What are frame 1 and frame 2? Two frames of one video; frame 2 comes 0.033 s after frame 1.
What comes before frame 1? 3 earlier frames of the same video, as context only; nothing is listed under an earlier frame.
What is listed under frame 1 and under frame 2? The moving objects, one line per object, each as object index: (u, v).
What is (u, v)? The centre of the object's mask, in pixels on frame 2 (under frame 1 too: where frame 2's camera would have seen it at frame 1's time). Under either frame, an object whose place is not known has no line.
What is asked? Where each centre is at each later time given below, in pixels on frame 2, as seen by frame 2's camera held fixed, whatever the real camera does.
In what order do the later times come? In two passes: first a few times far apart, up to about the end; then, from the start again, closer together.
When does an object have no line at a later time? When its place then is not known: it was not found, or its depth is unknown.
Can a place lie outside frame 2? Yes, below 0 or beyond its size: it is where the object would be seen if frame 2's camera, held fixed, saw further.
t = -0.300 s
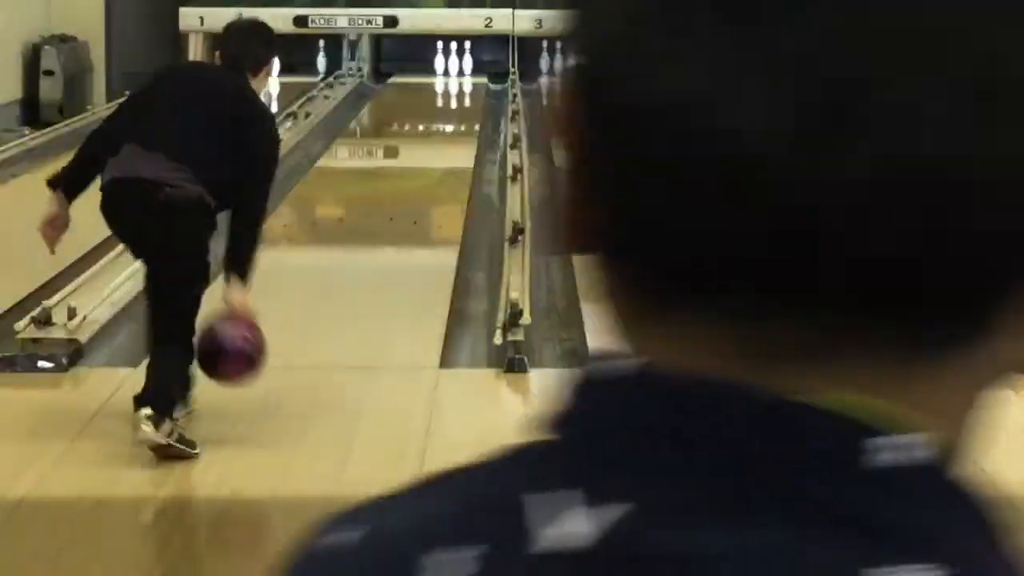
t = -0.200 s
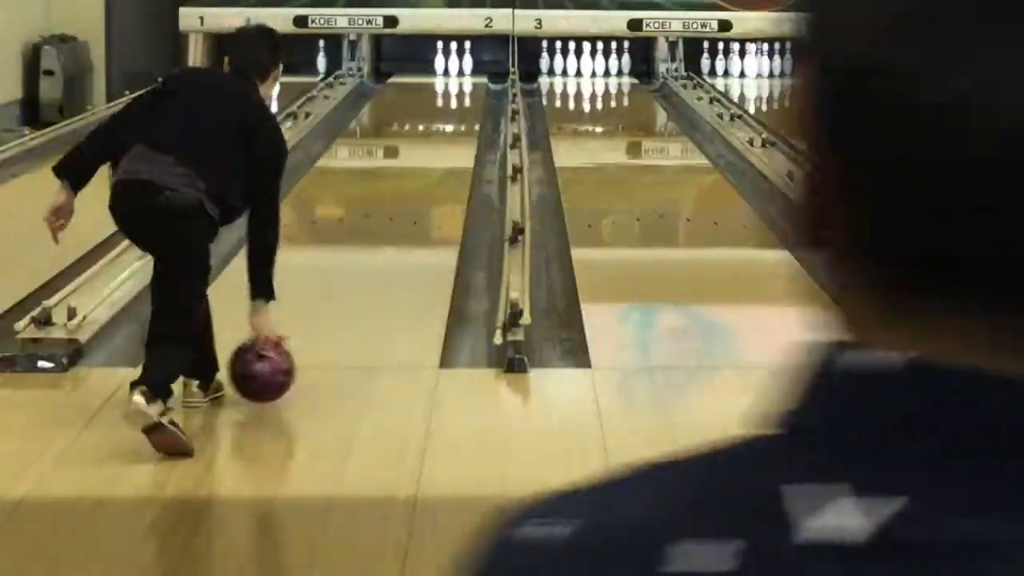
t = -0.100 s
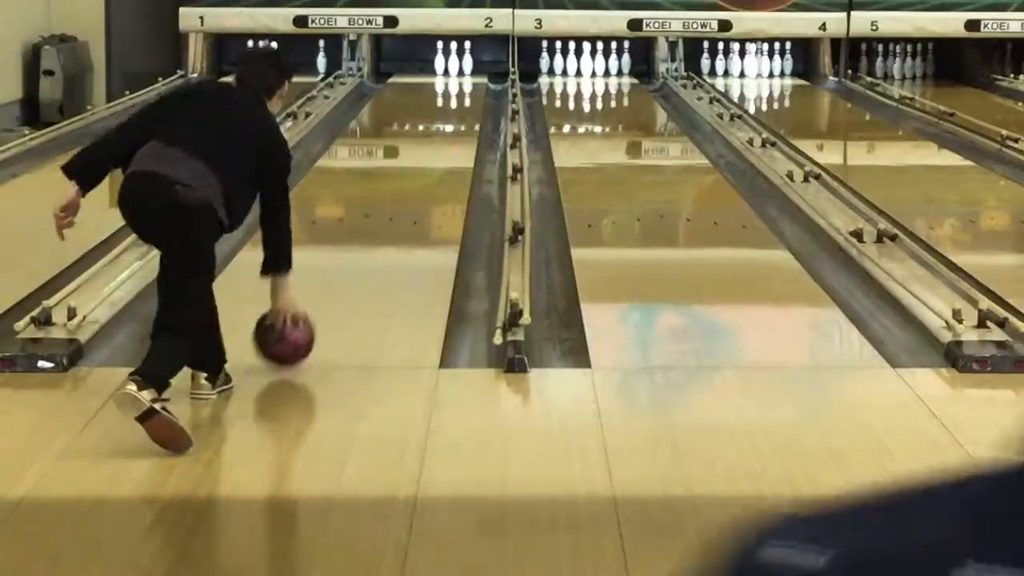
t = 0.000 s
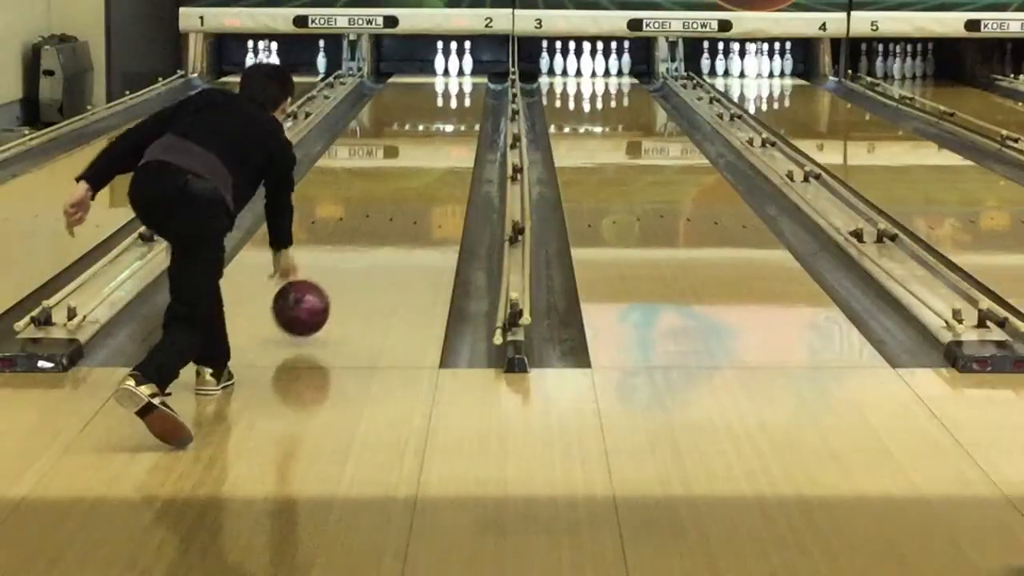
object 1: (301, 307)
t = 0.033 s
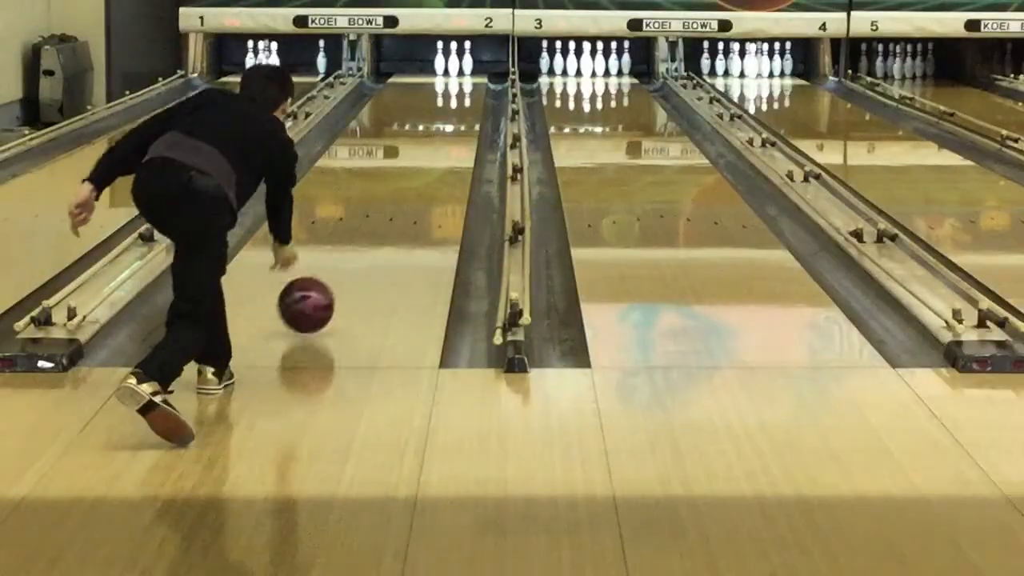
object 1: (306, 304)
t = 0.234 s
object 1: (333, 267)
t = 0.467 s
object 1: (358, 229)
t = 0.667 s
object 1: (374, 203)
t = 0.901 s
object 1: (391, 178)
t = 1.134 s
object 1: (404, 157)
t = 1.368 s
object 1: (415, 140)
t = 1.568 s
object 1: (423, 129)
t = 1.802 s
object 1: (431, 116)
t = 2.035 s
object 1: (438, 105)
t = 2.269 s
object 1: (444, 94)
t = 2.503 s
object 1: (450, 86)
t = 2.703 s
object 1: (453, 80)
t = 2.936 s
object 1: (458, 73)
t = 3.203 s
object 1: (463, 67)
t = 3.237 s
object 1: (465, 66)
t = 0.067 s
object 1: (311, 300)
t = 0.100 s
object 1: (316, 292)
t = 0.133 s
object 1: (320, 286)
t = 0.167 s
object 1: (325, 280)
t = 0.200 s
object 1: (329, 273)
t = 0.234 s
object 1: (333, 267)
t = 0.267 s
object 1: (337, 261)
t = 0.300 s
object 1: (341, 256)
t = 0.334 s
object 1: (344, 250)
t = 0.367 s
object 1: (348, 244)
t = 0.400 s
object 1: (351, 239)
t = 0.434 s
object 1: (354, 234)
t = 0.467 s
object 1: (358, 229)
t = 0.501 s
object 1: (361, 225)
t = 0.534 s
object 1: (364, 220)
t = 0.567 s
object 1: (366, 216)
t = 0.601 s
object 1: (369, 211)
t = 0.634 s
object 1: (372, 207)
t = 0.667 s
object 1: (374, 203)
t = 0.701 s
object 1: (377, 199)
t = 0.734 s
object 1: (379, 195)
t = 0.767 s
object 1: (382, 192)
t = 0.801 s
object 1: (384, 188)
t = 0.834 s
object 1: (386, 184)
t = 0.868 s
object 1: (389, 181)
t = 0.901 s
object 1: (391, 178)
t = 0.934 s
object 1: (393, 174)
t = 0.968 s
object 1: (395, 171)
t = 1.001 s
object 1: (397, 168)
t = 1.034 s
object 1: (398, 165)
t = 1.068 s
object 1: (400, 163)
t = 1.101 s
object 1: (402, 160)
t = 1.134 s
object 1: (404, 157)
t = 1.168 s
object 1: (405, 155)
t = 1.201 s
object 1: (407, 152)
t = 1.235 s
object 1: (409, 150)
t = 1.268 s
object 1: (411, 148)
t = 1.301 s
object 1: (412, 145)
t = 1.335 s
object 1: (413, 143)
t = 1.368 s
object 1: (415, 140)
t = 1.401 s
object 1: (416, 138)
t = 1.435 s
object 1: (418, 136)
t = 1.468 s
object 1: (419, 134)
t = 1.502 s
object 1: (420, 132)
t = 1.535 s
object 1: (422, 130)
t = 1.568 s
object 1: (423, 129)
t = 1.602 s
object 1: (424, 127)
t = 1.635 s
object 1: (425, 125)
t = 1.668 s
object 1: (427, 123)
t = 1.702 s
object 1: (428, 121)
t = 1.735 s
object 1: (429, 119)
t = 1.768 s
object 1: (430, 117)
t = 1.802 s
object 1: (431, 116)
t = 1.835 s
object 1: (433, 114)
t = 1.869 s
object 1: (434, 113)
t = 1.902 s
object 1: (435, 111)
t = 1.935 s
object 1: (435, 109)
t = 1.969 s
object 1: (436, 108)
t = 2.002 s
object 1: (437, 107)
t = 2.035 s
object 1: (438, 105)
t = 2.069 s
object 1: (439, 103)
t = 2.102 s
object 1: (440, 102)
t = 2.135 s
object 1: (441, 100)
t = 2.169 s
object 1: (442, 98)
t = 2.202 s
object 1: (443, 97)
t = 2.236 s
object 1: (444, 95)
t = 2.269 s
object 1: (444, 94)
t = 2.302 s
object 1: (445, 93)
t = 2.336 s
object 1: (446, 92)
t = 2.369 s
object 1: (447, 90)
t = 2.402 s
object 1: (448, 89)
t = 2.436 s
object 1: (448, 88)
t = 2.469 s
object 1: (449, 87)
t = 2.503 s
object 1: (450, 86)
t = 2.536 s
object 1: (451, 85)
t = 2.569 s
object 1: (451, 83)
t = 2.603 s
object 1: (452, 83)
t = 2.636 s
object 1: (452, 81)
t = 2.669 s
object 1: (453, 80)
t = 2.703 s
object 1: (453, 80)
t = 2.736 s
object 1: (454, 78)
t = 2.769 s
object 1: (454, 77)
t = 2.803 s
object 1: (455, 76)
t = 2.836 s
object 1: (456, 75)
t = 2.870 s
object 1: (456, 74)
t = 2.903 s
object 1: (457, 74)
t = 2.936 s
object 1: (458, 73)
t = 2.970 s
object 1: (459, 72)
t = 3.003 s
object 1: (459, 72)
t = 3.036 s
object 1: (460, 72)
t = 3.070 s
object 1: (460, 70)
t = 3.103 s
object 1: (461, 69)
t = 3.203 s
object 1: (463, 67)
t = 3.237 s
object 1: (465, 66)
